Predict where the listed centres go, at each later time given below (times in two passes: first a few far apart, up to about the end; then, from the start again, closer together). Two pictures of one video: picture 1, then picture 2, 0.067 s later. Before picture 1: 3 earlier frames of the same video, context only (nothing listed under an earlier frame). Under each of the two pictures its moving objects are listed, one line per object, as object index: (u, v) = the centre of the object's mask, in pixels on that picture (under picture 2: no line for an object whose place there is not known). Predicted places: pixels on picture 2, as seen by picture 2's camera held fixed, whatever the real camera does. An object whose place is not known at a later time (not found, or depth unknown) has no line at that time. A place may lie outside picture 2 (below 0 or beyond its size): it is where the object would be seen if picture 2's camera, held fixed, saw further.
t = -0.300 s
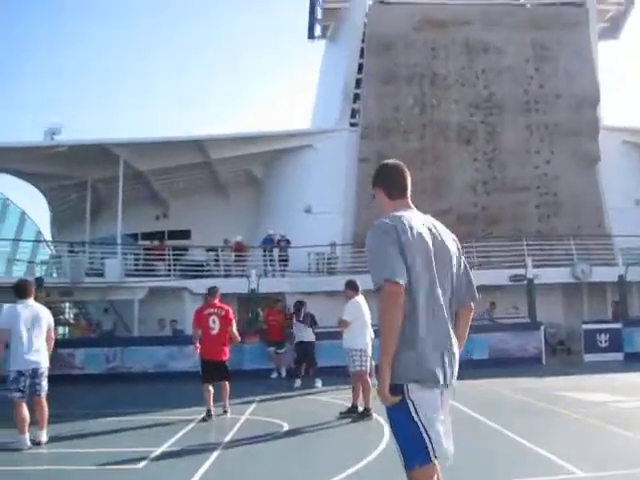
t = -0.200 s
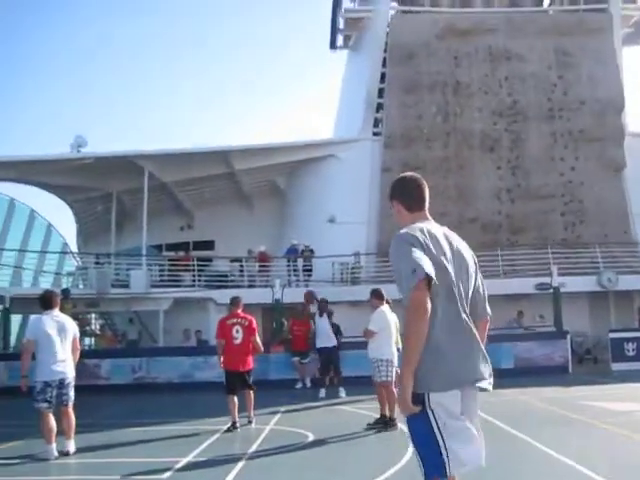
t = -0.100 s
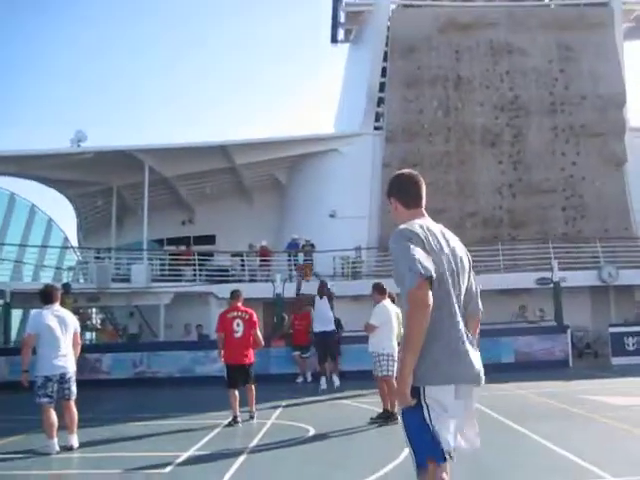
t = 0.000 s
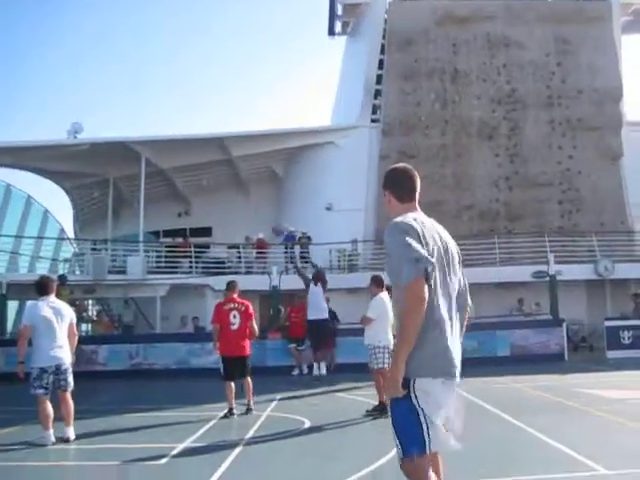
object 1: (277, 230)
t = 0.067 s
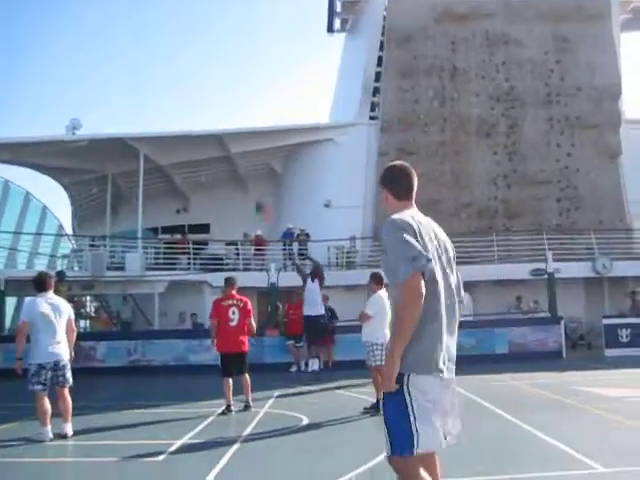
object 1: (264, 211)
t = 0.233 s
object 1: (210, 164)
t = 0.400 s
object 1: (161, 132)
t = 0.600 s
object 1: (94, 112)
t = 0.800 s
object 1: (17, 115)
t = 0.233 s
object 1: (210, 164)
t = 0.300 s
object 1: (189, 148)
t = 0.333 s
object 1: (182, 146)
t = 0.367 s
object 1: (171, 137)
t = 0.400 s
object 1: (161, 132)
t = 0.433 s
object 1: (151, 126)
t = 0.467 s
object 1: (140, 123)
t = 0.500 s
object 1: (129, 119)
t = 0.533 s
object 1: (117, 115)
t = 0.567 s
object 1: (106, 113)
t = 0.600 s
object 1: (94, 112)
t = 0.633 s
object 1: (82, 111)
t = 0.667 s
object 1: (70, 110)
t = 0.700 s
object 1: (57, 110)
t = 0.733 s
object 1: (44, 111)
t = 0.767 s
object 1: (31, 113)
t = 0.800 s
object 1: (17, 115)
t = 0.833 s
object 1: (3, 119)
